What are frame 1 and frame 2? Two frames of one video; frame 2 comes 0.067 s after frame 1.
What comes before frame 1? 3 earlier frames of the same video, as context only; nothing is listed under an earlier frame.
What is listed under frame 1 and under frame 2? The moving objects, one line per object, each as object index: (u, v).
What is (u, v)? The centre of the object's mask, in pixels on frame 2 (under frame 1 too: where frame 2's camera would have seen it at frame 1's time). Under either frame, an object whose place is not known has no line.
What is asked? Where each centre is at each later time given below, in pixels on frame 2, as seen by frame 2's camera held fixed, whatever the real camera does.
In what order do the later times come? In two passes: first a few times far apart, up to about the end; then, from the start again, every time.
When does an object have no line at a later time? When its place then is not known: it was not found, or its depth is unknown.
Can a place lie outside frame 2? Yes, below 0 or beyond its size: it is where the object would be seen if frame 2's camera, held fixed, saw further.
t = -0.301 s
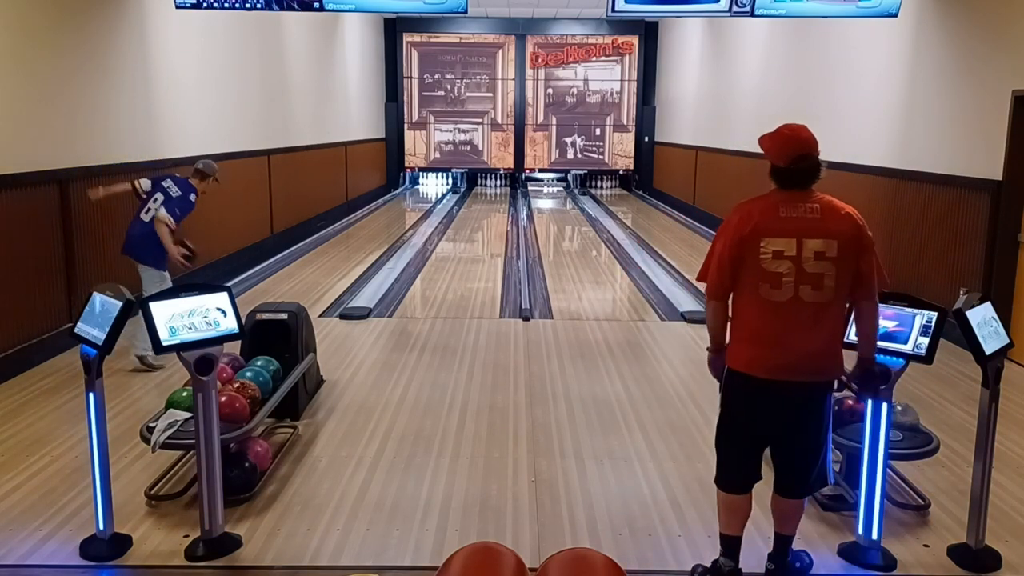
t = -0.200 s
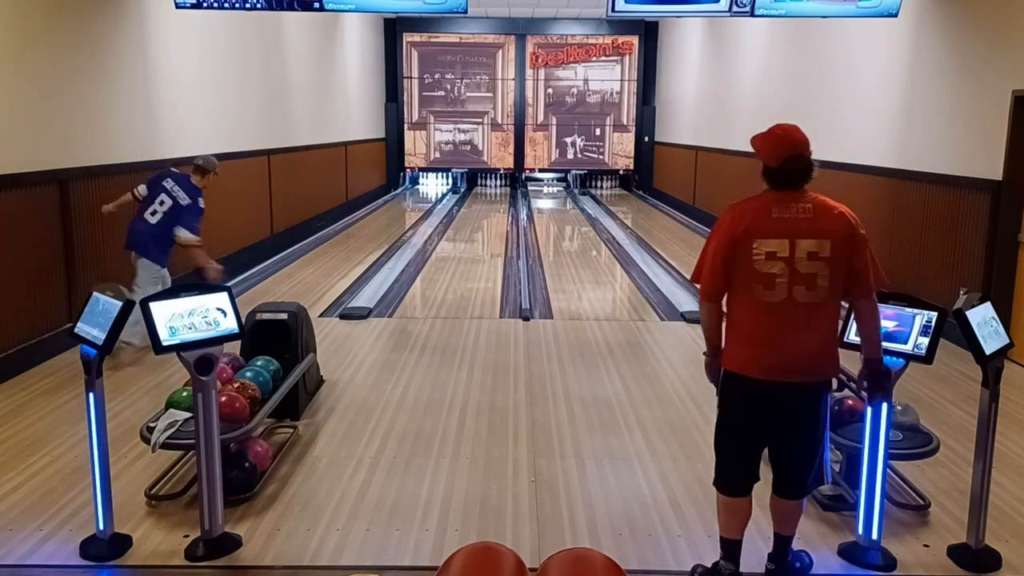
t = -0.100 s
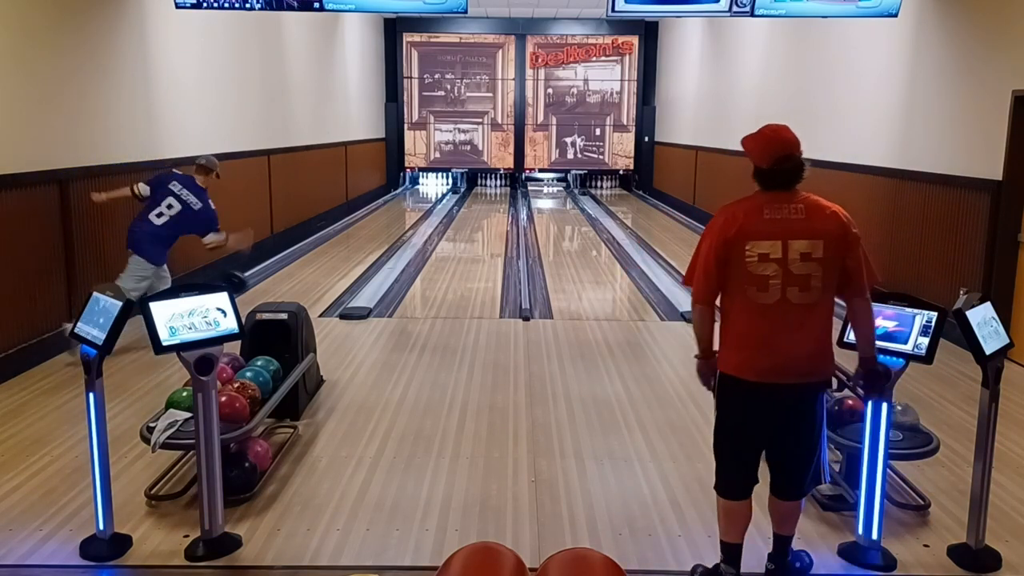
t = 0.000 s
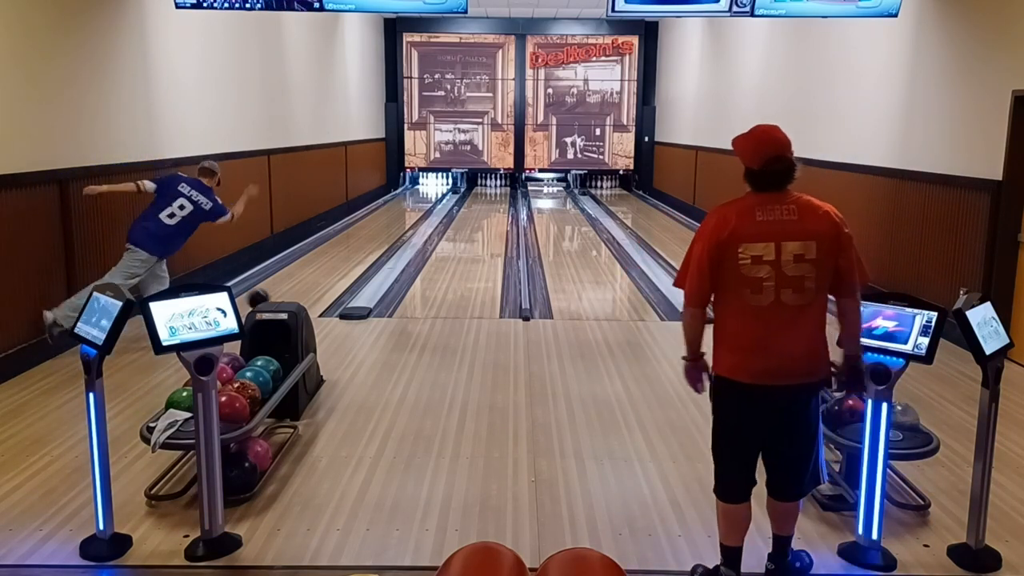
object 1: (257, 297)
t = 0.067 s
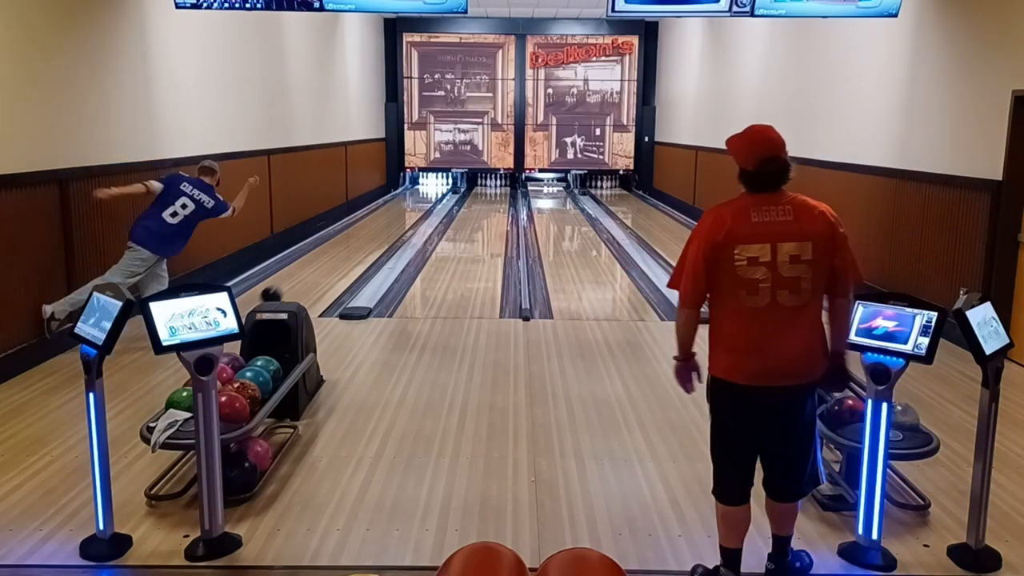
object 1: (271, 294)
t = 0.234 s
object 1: (297, 281)
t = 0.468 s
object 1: (325, 264)
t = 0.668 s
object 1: (343, 251)
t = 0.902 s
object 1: (360, 240)
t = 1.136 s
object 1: (374, 230)
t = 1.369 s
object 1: (385, 222)
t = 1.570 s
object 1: (392, 216)
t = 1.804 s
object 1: (400, 210)
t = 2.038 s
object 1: (406, 204)
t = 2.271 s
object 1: (411, 200)
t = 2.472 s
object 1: (415, 196)
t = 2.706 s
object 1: (417, 193)
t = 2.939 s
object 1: (418, 190)
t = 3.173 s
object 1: (419, 187)
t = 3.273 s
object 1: (419, 186)
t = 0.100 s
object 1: (276, 290)
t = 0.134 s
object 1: (281, 286)
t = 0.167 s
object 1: (287, 283)
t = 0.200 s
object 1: (291, 281)
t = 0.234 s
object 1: (297, 281)
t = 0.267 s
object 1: (301, 280)
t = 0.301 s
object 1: (306, 277)
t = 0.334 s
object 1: (310, 274)
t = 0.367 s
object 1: (314, 272)
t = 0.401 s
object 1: (318, 269)
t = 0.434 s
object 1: (321, 266)
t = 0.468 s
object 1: (325, 264)
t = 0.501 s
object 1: (328, 262)
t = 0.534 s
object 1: (332, 259)
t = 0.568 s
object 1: (334, 257)
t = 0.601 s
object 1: (337, 255)
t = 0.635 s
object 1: (340, 254)
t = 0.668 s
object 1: (343, 251)
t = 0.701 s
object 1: (346, 250)
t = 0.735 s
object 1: (348, 248)
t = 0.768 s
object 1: (351, 246)
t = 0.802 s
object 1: (353, 245)
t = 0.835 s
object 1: (356, 243)
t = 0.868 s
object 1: (358, 241)
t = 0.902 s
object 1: (360, 240)
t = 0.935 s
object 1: (363, 238)
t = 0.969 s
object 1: (365, 237)
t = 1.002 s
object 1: (367, 235)
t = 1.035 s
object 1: (368, 234)
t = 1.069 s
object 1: (370, 233)
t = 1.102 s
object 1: (372, 232)
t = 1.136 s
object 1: (374, 230)
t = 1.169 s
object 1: (376, 229)
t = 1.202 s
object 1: (377, 228)
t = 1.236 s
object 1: (379, 227)
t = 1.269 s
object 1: (380, 225)
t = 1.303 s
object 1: (382, 224)
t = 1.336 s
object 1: (383, 223)
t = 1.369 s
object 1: (385, 222)
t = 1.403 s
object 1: (386, 221)
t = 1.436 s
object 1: (388, 220)
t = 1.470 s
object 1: (389, 219)
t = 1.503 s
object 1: (390, 218)
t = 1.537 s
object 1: (391, 217)
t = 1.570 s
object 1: (392, 216)
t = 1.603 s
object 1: (393, 215)
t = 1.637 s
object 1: (395, 214)
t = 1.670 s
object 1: (396, 214)
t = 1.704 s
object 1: (397, 213)
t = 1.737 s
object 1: (398, 212)
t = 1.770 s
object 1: (399, 211)
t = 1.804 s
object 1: (400, 210)
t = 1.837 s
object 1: (401, 209)
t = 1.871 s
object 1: (402, 208)
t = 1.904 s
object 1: (403, 207)
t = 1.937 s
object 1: (404, 207)
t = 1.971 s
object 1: (404, 206)
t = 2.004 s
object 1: (405, 205)
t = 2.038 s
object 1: (406, 204)
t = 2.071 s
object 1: (407, 204)
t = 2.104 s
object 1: (408, 203)
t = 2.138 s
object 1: (408, 202)
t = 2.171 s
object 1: (409, 202)
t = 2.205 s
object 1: (409, 201)
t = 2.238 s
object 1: (410, 201)
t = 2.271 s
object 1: (411, 200)
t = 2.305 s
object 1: (412, 199)
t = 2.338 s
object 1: (412, 198)
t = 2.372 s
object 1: (413, 198)
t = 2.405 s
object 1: (413, 197)
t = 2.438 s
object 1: (414, 196)
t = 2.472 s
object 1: (415, 196)
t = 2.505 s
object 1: (415, 196)
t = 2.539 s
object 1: (416, 195)
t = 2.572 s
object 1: (416, 195)
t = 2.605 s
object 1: (416, 194)
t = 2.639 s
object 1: (417, 194)
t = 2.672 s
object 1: (417, 193)
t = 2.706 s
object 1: (417, 193)
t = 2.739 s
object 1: (417, 193)
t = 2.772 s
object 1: (418, 192)
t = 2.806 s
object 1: (418, 192)
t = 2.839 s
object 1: (418, 191)
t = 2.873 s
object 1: (418, 191)
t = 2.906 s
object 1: (418, 190)
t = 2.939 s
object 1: (418, 190)
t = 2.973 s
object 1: (418, 189)
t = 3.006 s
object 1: (418, 189)
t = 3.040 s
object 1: (419, 189)
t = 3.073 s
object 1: (419, 188)
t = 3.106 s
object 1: (419, 188)
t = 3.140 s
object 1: (419, 187)
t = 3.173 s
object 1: (419, 187)
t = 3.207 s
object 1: (419, 187)
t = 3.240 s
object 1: (419, 187)
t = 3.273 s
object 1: (419, 186)
